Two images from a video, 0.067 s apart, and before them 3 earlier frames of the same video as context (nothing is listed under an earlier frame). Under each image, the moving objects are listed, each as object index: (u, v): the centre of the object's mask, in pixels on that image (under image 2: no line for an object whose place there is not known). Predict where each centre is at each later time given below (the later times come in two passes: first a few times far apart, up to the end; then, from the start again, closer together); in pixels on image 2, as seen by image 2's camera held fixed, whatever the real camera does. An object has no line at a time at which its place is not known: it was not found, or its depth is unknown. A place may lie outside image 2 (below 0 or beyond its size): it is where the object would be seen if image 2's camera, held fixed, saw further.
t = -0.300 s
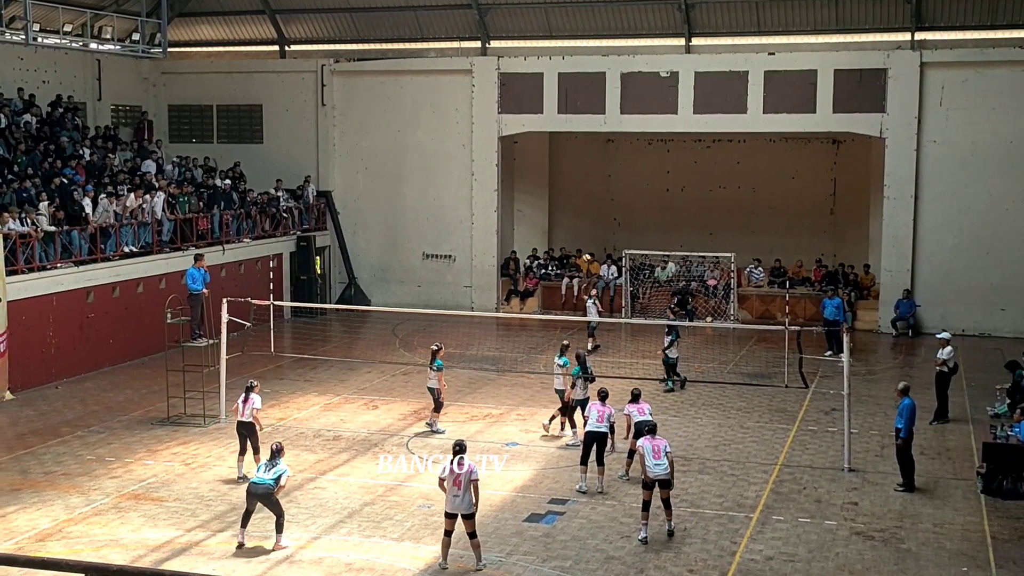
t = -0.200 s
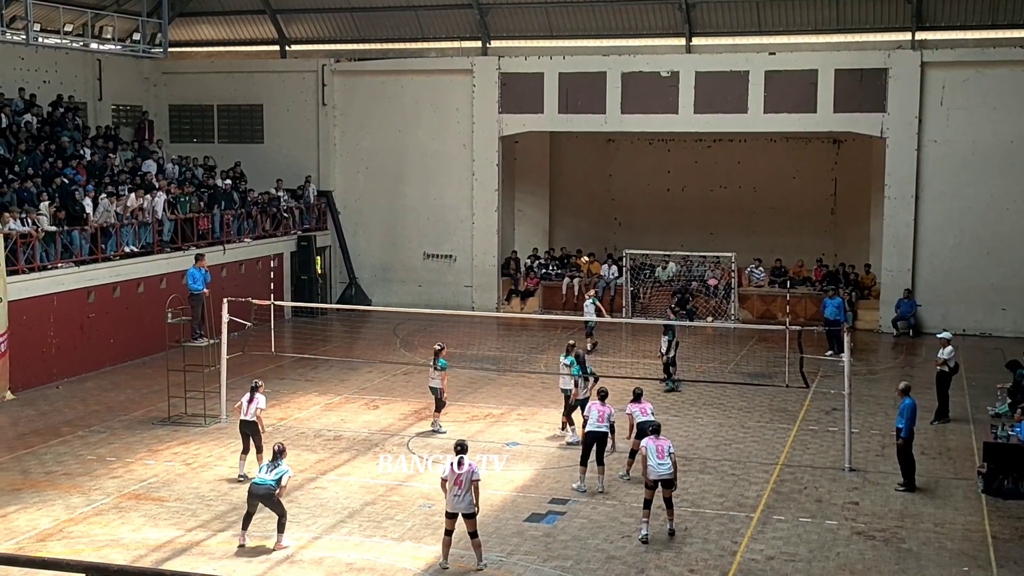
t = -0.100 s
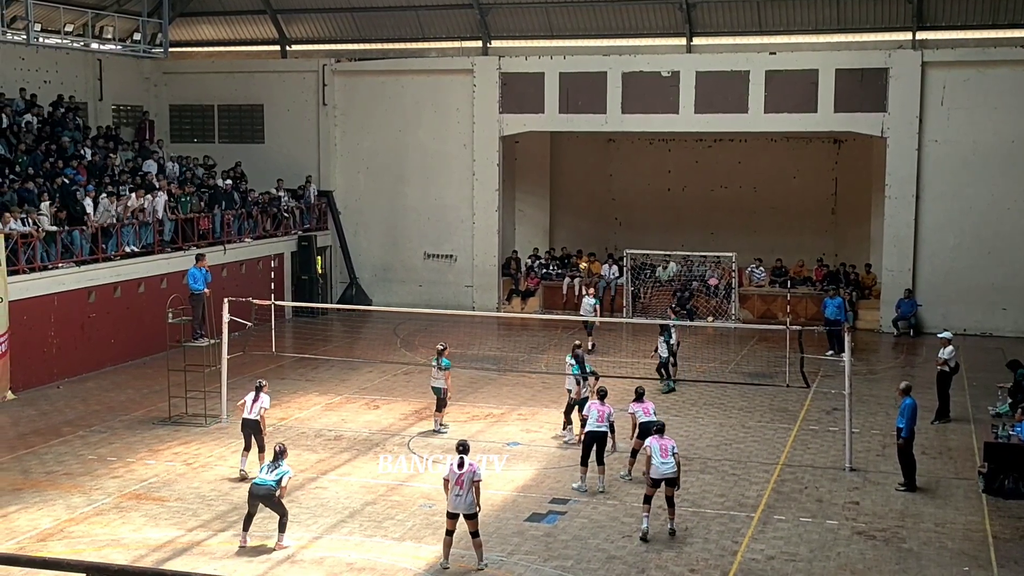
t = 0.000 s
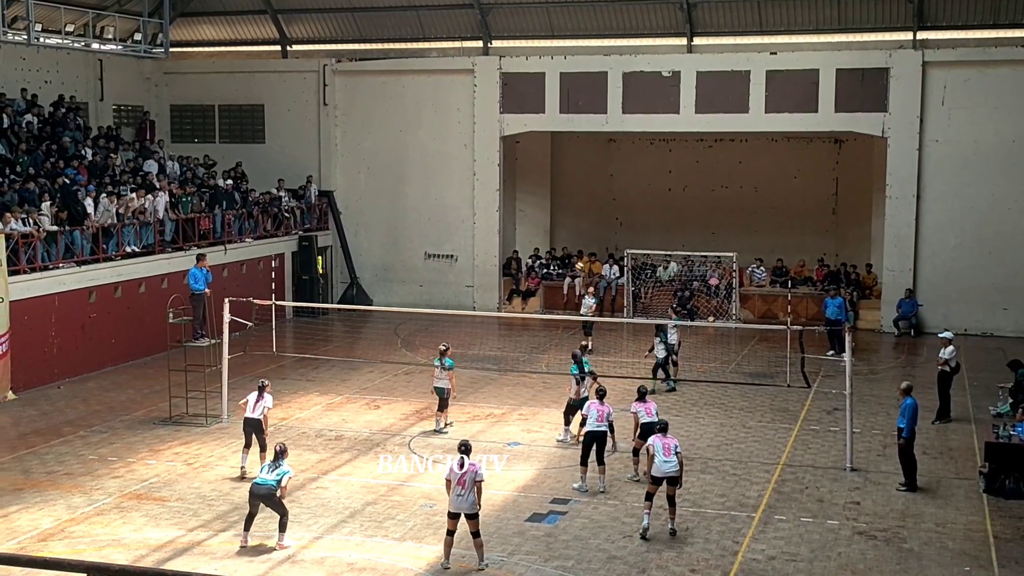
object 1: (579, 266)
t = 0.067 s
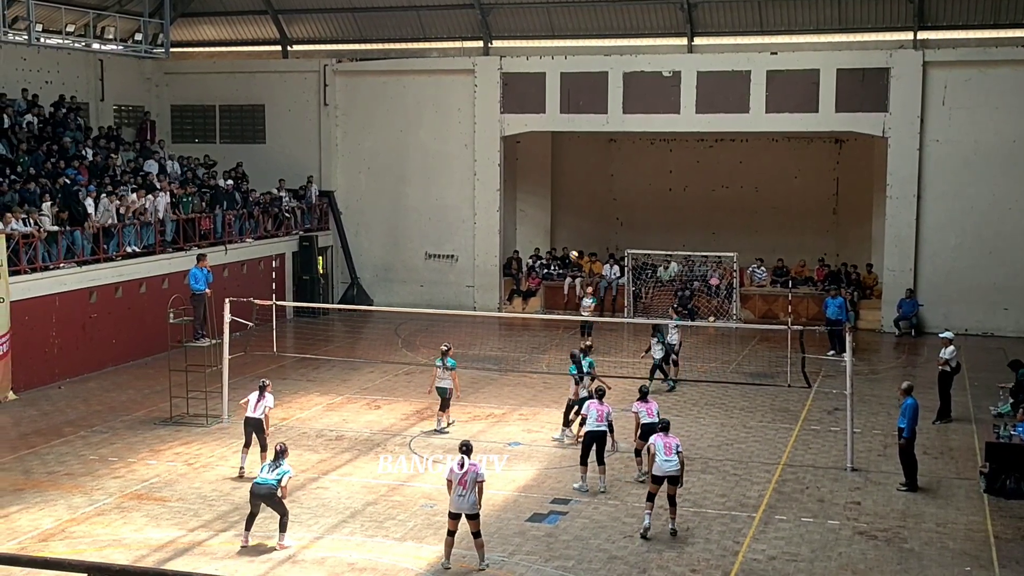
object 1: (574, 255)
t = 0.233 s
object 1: (555, 232)
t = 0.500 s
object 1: (520, 214)
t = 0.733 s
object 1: (486, 230)
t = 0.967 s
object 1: (445, 278)
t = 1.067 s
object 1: (425, 313)
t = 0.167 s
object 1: (563, 240)
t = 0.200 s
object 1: (559, 236)
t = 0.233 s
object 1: (555, 232)
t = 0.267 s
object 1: (551, 228)
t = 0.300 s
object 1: (546, 224)
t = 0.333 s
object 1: (542, 221)
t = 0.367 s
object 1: (538, 218)
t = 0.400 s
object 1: (533, 216)
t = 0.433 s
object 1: (529, 215)
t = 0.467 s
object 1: (524, 214)
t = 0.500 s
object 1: (520, 214)
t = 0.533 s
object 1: (515, 214)
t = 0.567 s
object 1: (510, 216)
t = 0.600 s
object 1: (506, 218)
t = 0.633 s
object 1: (501, 220)
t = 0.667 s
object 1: (496, 222)
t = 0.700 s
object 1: (491, 226)
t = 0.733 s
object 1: (486, 230)
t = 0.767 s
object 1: (480, 235)
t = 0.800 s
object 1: (474, 240)
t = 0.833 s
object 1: (469, 246)
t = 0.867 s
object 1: (463, 252)
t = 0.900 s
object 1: (457, 260)
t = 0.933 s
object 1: (451, 269)
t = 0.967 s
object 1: (445, 278)
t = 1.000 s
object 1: (438, 289)
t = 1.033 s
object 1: (432, 300)
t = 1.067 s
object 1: (425, 313)
